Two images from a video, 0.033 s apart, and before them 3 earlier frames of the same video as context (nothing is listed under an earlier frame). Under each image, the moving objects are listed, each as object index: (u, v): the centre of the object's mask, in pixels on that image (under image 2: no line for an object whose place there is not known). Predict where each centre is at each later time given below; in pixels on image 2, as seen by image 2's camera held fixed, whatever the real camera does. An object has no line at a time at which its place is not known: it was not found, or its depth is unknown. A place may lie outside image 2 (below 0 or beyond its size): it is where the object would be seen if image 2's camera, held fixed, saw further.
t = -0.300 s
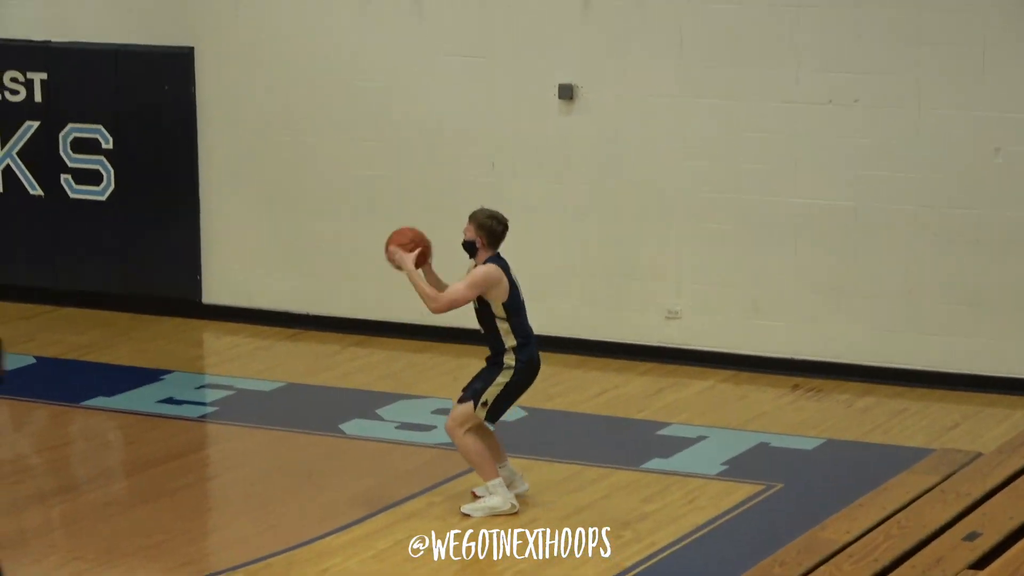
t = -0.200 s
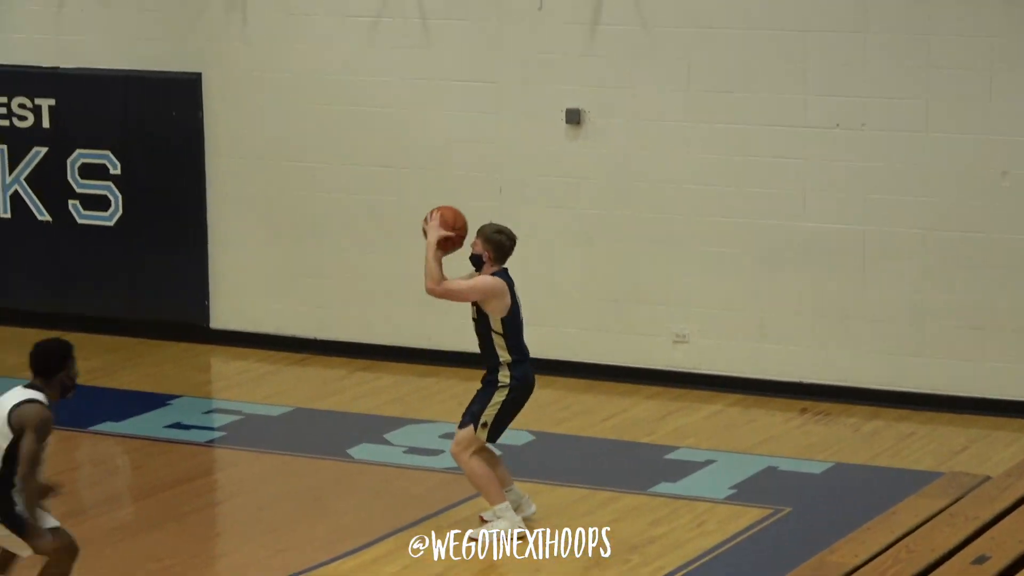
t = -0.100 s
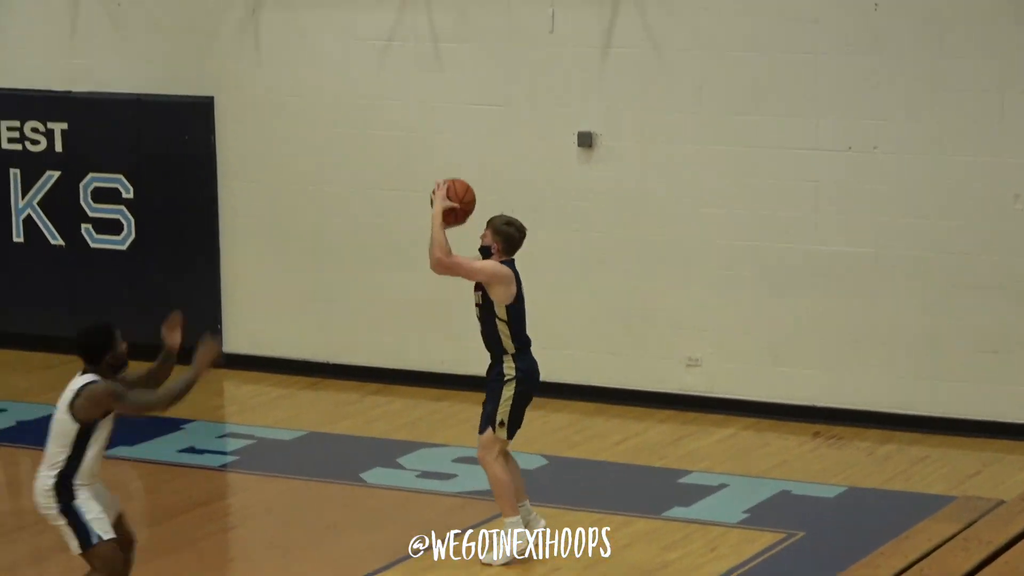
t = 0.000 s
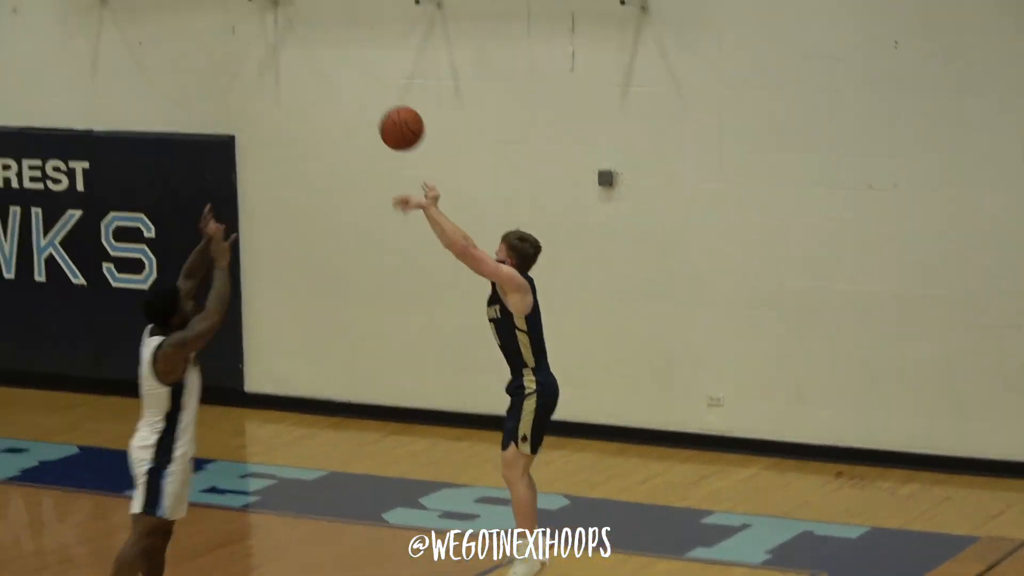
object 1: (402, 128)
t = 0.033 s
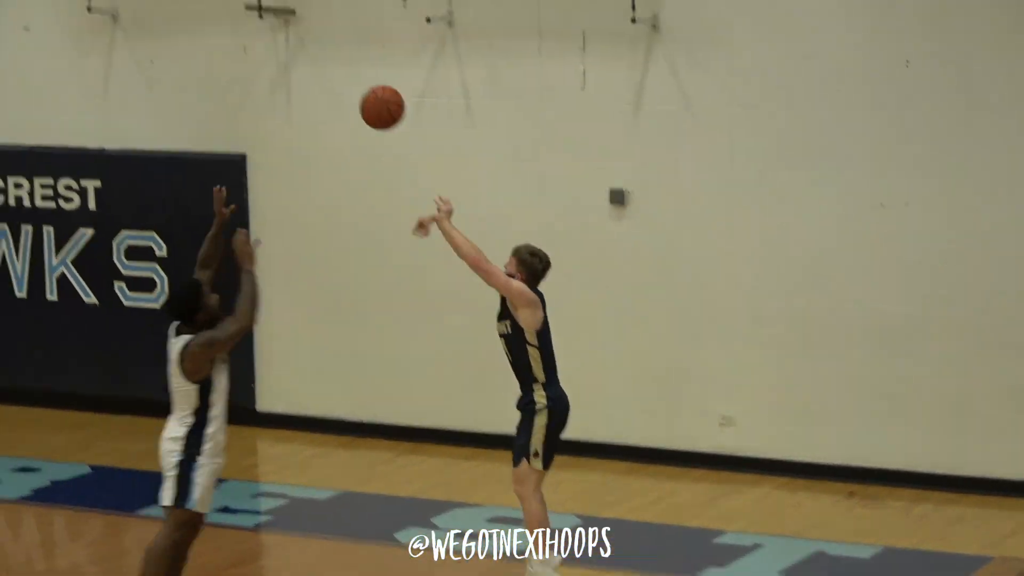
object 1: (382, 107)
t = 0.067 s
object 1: (352, 71)
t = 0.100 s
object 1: (322, 38)
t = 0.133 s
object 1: (292, 6)
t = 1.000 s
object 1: (-485, -140)
